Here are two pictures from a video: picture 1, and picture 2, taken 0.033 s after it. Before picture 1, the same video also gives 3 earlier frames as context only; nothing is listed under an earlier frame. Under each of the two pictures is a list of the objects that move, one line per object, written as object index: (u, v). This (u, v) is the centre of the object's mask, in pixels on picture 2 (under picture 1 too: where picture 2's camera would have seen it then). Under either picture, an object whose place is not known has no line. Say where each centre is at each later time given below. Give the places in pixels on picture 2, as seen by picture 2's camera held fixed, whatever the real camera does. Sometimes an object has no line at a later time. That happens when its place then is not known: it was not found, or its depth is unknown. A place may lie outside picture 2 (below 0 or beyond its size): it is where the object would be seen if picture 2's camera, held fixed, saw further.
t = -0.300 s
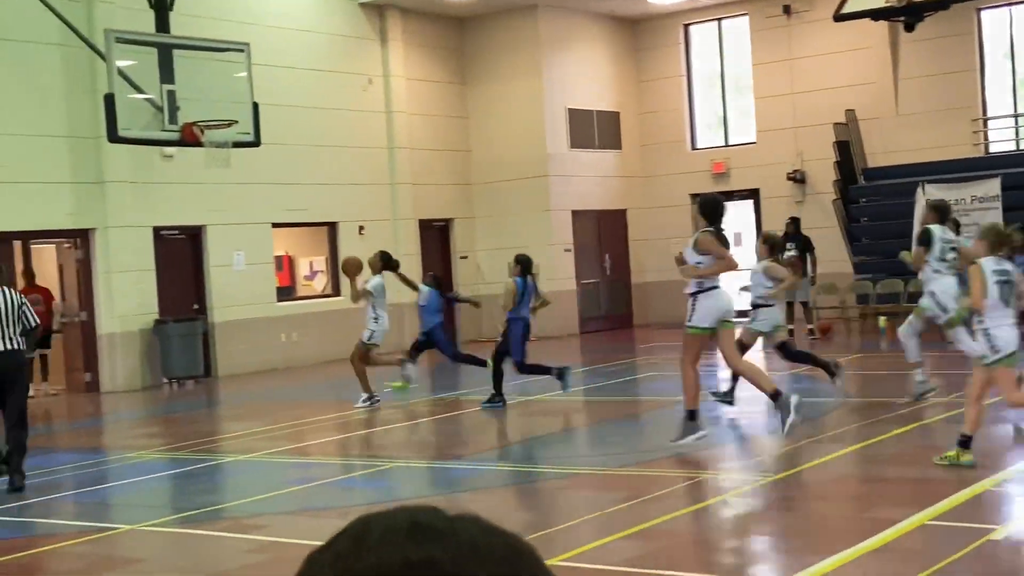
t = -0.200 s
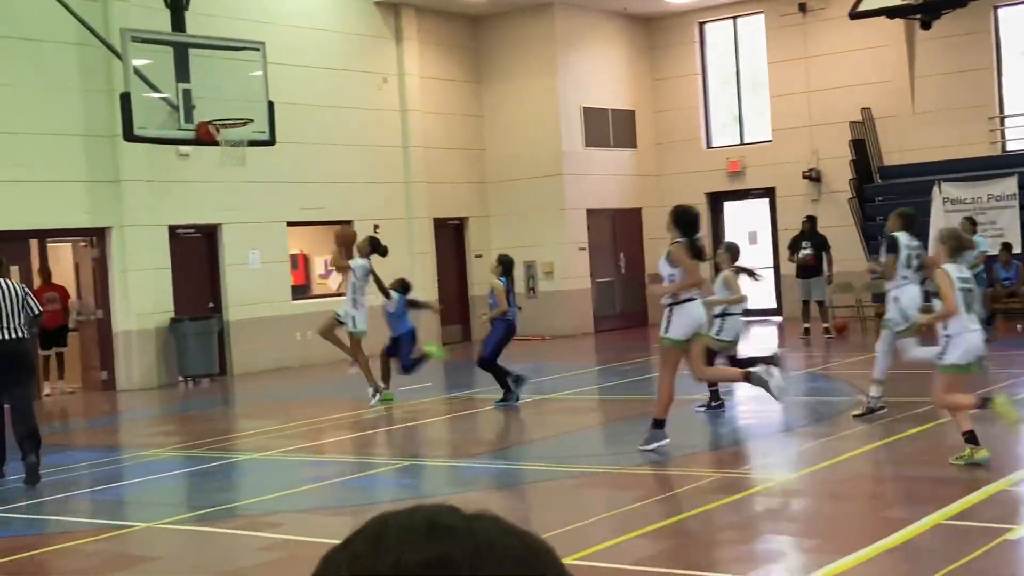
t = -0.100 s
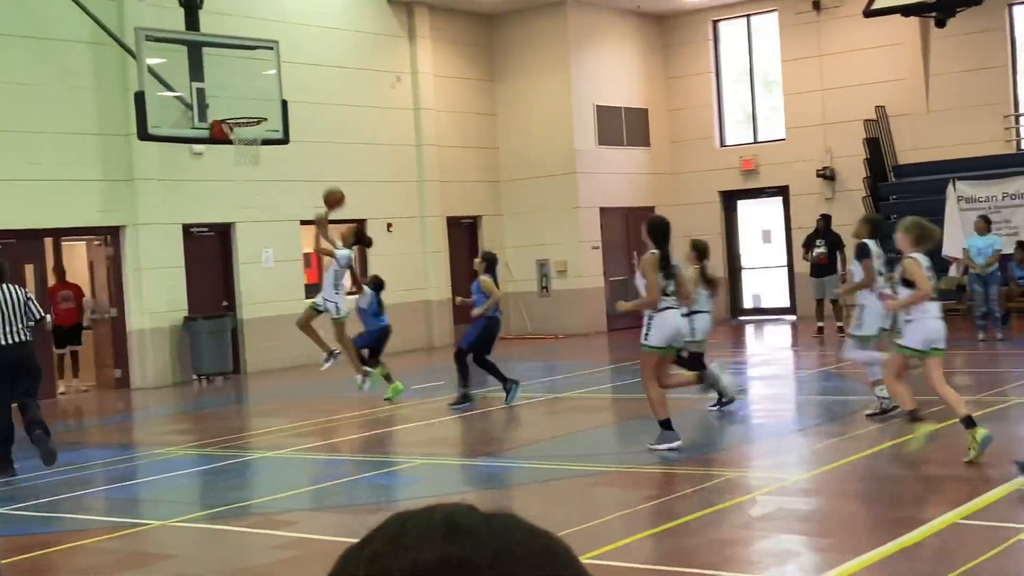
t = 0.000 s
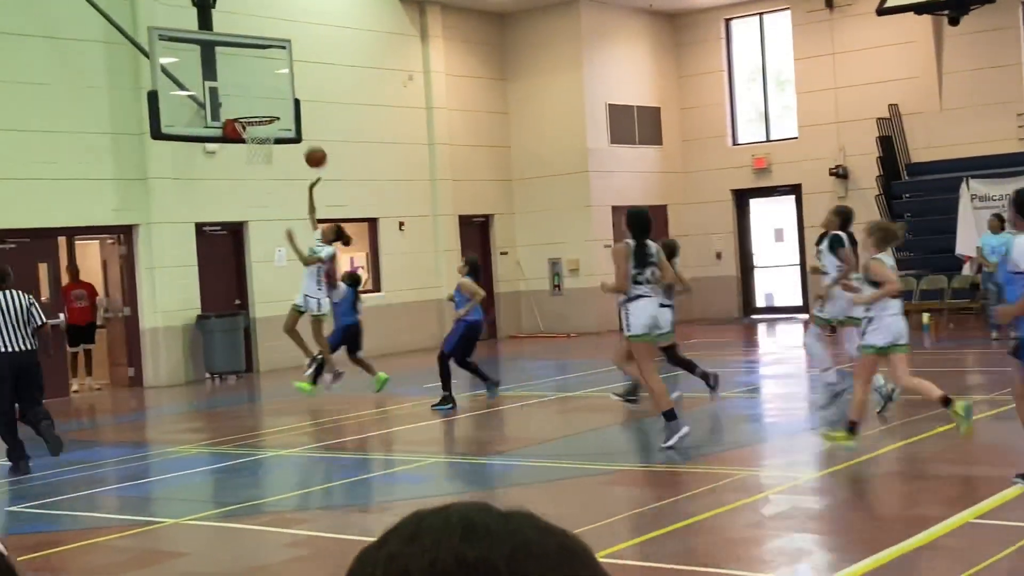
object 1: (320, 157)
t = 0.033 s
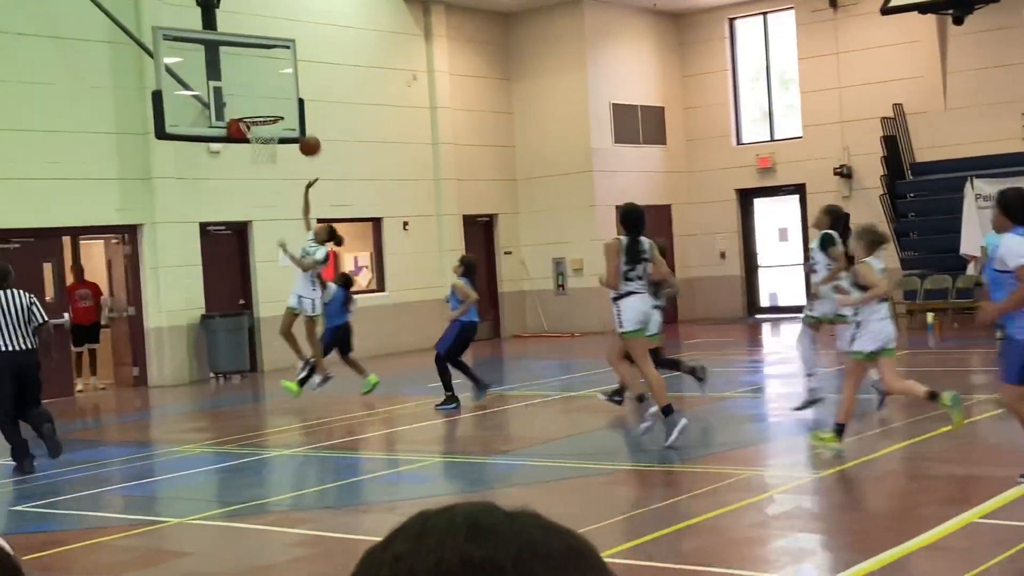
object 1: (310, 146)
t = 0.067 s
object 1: (300, 135)
